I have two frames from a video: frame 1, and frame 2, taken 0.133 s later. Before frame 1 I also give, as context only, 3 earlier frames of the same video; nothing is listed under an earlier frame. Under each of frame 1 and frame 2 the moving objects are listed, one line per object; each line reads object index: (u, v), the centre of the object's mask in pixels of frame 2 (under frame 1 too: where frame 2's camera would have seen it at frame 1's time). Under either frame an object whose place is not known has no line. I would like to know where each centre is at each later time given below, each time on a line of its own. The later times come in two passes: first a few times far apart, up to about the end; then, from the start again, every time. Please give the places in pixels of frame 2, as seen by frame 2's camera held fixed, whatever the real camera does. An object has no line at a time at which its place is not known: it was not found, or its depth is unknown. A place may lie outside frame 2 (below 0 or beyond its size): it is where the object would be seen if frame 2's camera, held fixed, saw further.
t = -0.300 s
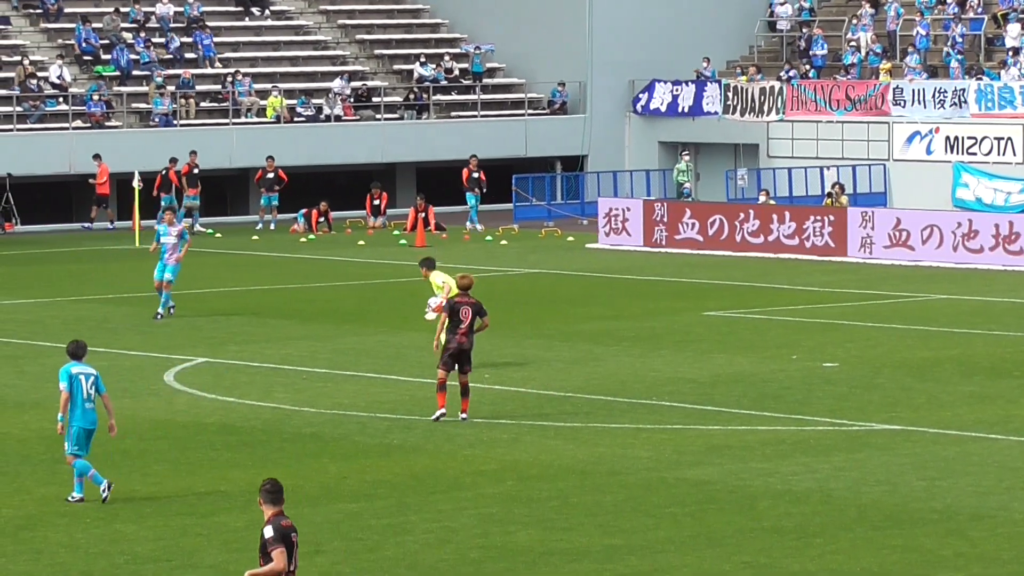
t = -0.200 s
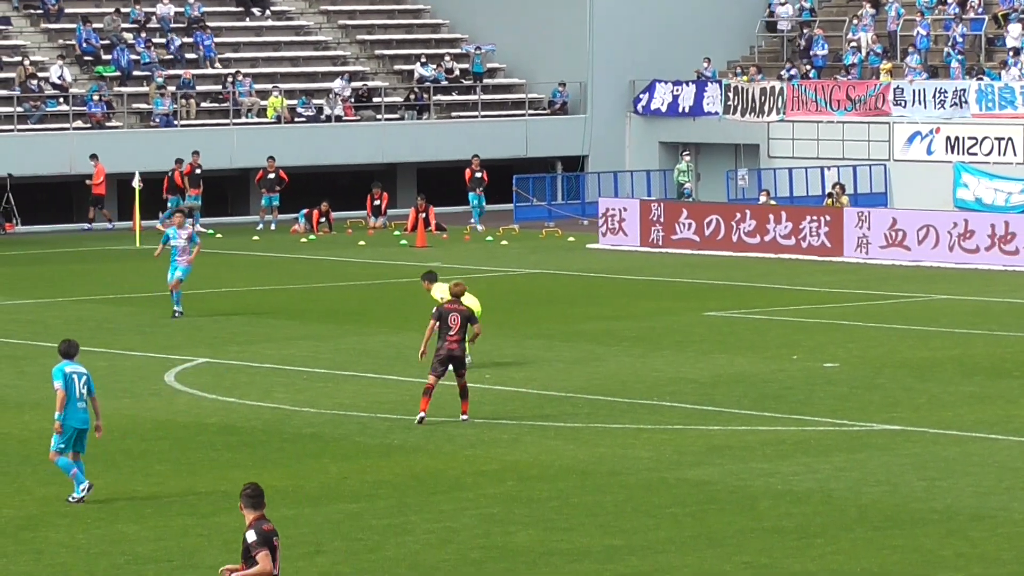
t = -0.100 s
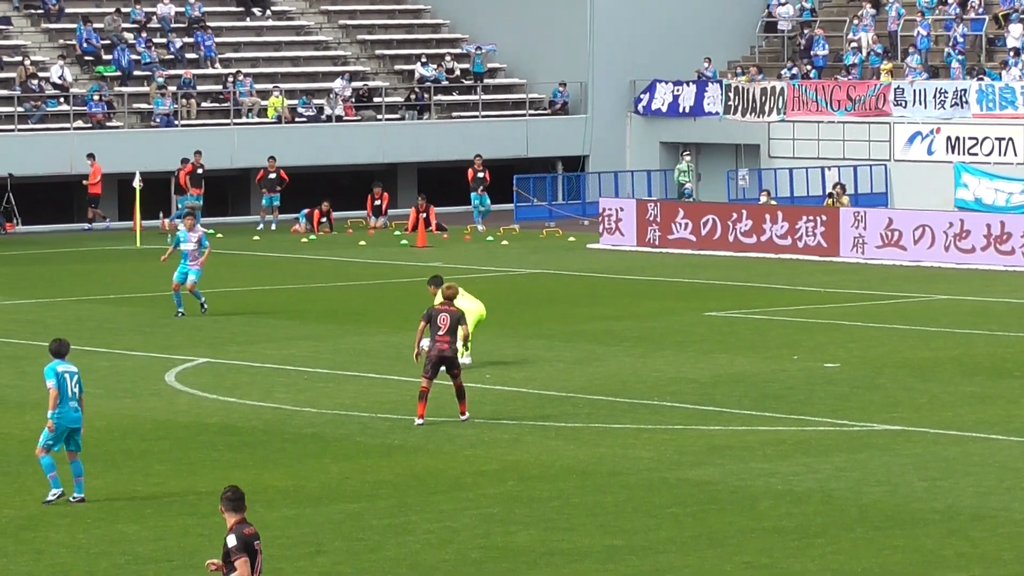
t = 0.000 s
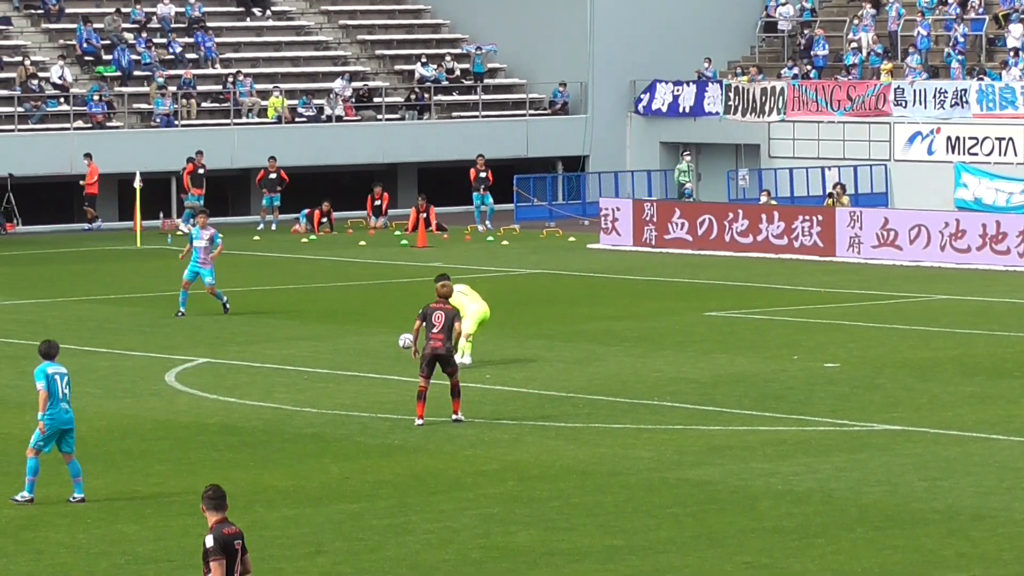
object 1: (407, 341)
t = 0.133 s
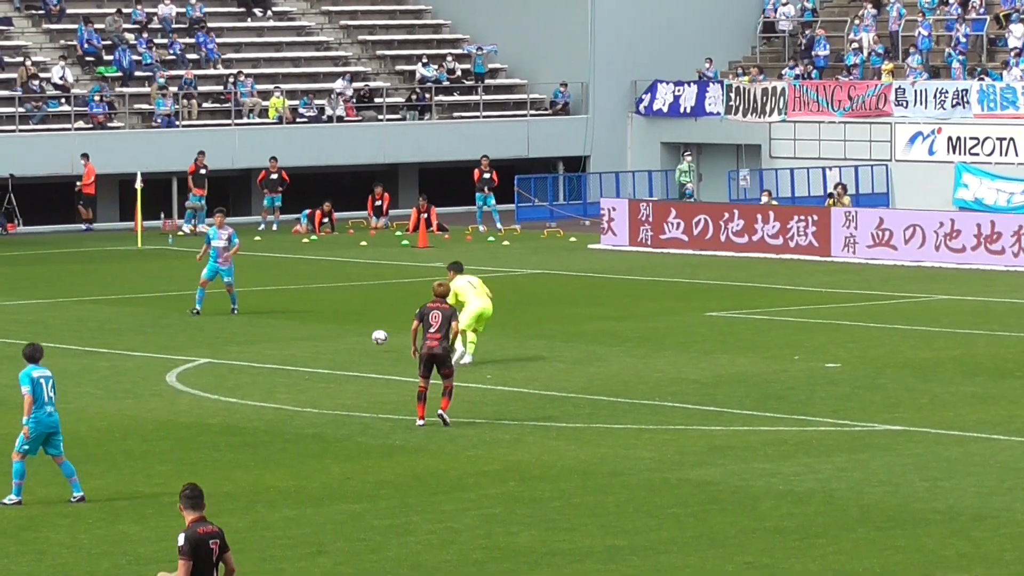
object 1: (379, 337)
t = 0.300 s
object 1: (346, 328)
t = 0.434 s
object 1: (322, 321)
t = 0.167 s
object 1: (372, 338)
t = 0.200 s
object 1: (366, 340)
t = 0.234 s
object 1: (359, 337)
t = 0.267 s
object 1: (353, 332)
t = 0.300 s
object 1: (346, 328)
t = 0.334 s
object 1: (340, 325)
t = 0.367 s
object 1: (335, 323)
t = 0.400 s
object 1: (328, 322)
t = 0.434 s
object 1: (322, 321)
